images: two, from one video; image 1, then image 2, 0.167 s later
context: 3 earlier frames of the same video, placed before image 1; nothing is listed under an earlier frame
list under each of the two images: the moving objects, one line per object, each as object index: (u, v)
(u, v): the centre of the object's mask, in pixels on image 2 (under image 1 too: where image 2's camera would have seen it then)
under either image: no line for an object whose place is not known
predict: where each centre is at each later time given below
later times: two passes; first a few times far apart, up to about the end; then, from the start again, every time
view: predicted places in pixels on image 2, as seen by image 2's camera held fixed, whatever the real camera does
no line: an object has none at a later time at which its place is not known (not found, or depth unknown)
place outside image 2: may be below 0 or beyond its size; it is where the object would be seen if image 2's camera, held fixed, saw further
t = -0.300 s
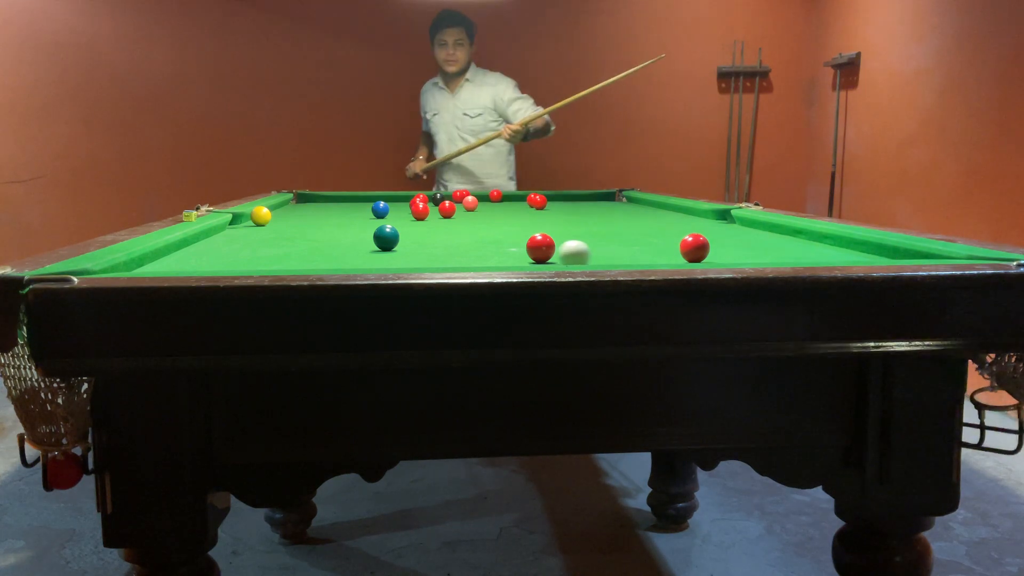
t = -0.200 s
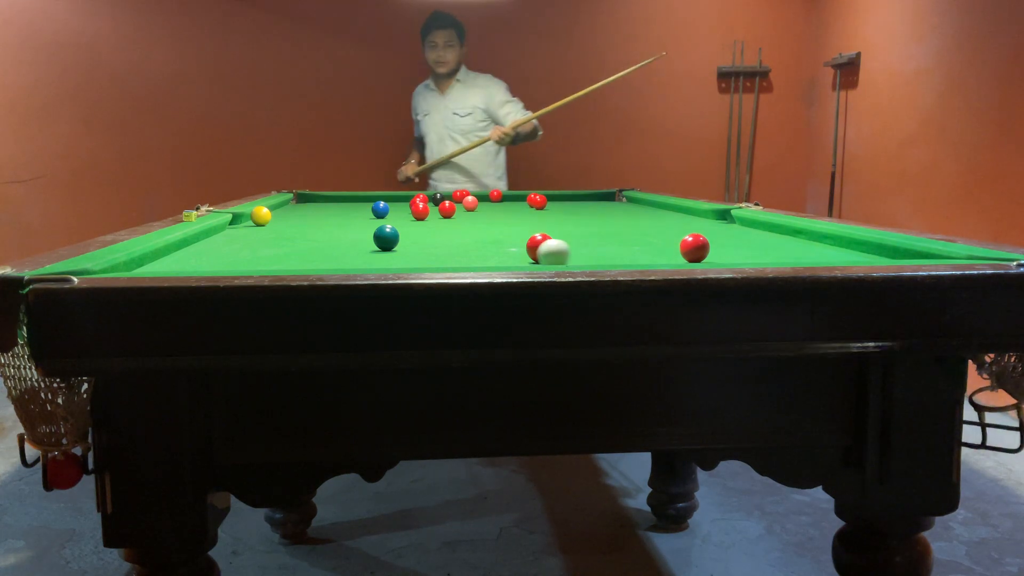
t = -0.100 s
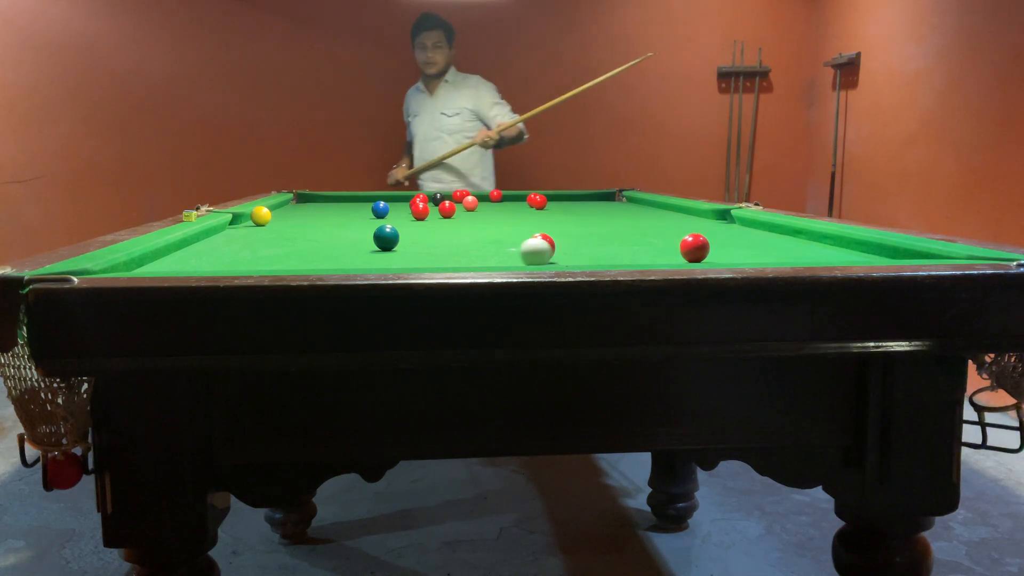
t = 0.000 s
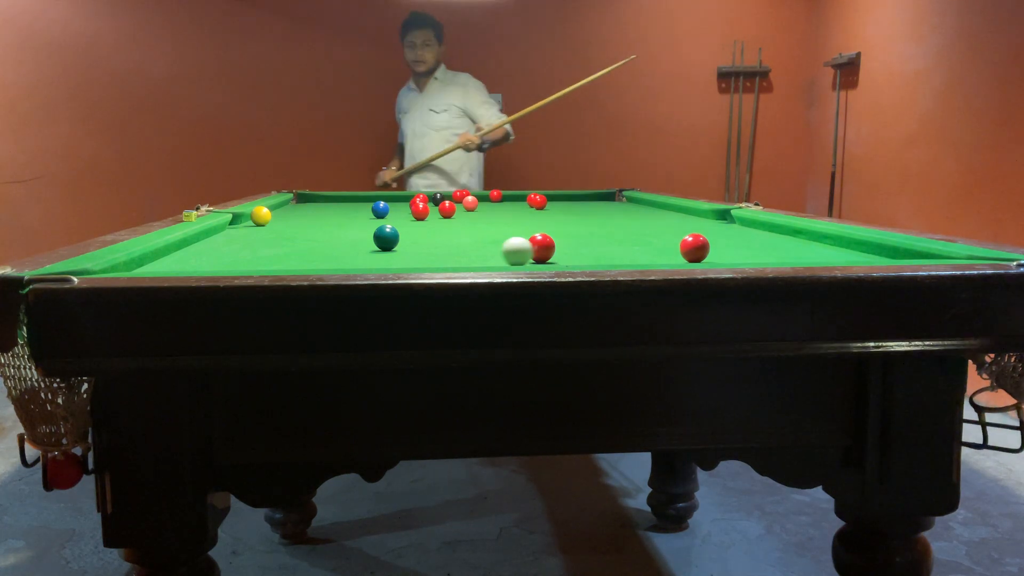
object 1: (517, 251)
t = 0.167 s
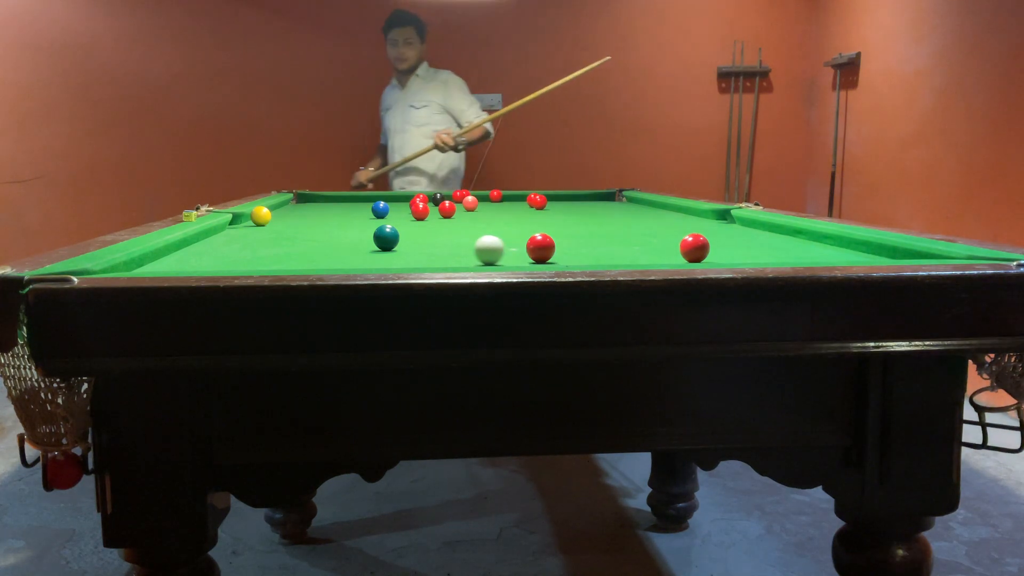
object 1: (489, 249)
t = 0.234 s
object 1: (479, 248)
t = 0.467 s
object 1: (445, 247)
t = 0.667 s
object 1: (418, 245)
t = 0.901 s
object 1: (391, 243)
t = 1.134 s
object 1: (367, 242)
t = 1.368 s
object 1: (346, 241)
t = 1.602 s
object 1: (328, 240)
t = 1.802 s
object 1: (315, 239)
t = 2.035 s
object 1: (302, 238)
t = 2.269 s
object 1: (292, 238)
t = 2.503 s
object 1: (283, 237)
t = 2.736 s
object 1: (276, 237)
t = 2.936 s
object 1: (273, 237)
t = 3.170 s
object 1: (272, 237)
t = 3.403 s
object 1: (271, 237)
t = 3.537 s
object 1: (271, 237)
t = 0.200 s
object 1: (484, 249)
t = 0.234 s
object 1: (479, 248)
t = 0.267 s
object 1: (473, 248)
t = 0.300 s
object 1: (468, 248)
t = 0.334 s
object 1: (463, 248)
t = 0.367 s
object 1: (459, 247)
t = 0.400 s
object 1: (454, 247)
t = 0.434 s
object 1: (449, 247)
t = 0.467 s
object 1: (445, 247)
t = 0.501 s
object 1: (440, 246)
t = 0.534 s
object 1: (435, 246)
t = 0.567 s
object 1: (431, 246)
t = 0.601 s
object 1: (426, 245)
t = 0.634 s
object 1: (422, 245)
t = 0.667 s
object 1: (418, 245)
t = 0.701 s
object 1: (414, 244)
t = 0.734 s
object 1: (410, 244)
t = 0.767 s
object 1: (406, 244)
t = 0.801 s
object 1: (402, 244)
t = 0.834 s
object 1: (398, 244)
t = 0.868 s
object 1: (394, 243)
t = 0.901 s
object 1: (391, 243)
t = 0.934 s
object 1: (387, 243)
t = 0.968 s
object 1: (384, 243)
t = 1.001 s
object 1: (380, 243)
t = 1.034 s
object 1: (377, 243)
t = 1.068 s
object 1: (374, 242)
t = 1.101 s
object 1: (370, 242)
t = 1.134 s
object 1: (367, 242)
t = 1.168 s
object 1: (364, 242)
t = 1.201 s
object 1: (361, 242)
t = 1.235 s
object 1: (358, 242)
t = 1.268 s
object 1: (355, 241)
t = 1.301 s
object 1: (352, 241)
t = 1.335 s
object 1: (349, 241)
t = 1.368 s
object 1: (346, 241)
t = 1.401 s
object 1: (343, 241)
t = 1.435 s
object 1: (341, 241)
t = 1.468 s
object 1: (338, 240)
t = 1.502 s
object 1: (336, 240)
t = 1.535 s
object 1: (333, 240)
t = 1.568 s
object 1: (331, 240)
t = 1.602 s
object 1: (328, 240)
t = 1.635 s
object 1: (326, 240)
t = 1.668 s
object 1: (324, 240)
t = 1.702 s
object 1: (321, 239)
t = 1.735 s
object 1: (319, 239)
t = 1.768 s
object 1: (317, 239)
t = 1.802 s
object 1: (315, 239)
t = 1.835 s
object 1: (313, 239)
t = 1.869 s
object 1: (311, 239)
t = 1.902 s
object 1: (309, 239)
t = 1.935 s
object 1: (308, 239)
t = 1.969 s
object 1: (306, 239)
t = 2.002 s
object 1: (304, 239)
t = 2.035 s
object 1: (302, 238)
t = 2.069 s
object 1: (301, 238)
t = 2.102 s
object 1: (299, 238)
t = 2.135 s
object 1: (297, 238)
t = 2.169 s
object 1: (296, 238)
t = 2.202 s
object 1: (294, 238)
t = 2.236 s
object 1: (293, 238)
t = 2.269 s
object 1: (292, 238)
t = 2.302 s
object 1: (290, 238)
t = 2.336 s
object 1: (289, 238)
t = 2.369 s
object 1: (288, 238)
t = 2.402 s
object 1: (286, 238)
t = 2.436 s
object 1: (285, 238)
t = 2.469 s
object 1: (284, 237)
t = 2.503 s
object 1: (283, 237)
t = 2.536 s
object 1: (282, 237)
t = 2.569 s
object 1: (281, 237)
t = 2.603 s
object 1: (280, 237)
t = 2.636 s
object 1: (279, 237)
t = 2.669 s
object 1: (278, 237)
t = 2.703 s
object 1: (277, 237)
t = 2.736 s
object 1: (276, 237)
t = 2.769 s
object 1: (276, 237)
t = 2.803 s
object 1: (275, 237)
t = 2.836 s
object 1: (275, 237)
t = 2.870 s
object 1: (274, 237)
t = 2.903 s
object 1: (274, 237)
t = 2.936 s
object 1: (273, 237)
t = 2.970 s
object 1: (273, 237)
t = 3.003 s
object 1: (273, 237)
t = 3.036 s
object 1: (272, 237)
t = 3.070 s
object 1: (272, 237)
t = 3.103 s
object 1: (272, 237)
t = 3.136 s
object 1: (272, 237)
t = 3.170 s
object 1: (272, 237)
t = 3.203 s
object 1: (271, 237)
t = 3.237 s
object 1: (271, 237)
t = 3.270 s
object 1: (271, 237)
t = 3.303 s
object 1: (271, 237)
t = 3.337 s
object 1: (271, 237)
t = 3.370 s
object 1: (271, 237)
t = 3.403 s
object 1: (271, 237)
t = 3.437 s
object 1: (271, 237)
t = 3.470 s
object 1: (271, 237)
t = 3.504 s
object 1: (271, 237)
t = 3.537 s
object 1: (271, 237)
